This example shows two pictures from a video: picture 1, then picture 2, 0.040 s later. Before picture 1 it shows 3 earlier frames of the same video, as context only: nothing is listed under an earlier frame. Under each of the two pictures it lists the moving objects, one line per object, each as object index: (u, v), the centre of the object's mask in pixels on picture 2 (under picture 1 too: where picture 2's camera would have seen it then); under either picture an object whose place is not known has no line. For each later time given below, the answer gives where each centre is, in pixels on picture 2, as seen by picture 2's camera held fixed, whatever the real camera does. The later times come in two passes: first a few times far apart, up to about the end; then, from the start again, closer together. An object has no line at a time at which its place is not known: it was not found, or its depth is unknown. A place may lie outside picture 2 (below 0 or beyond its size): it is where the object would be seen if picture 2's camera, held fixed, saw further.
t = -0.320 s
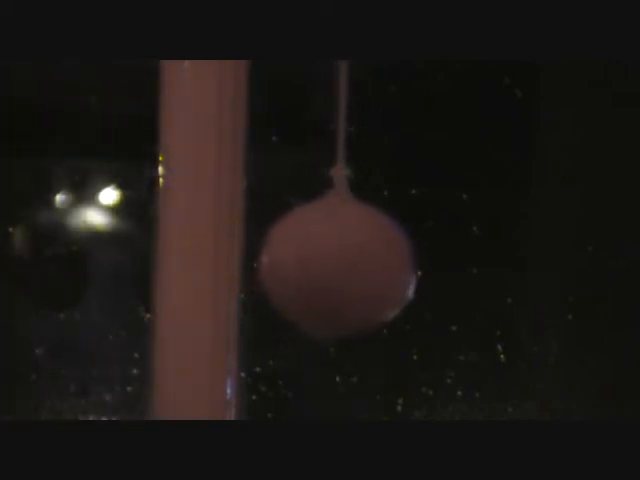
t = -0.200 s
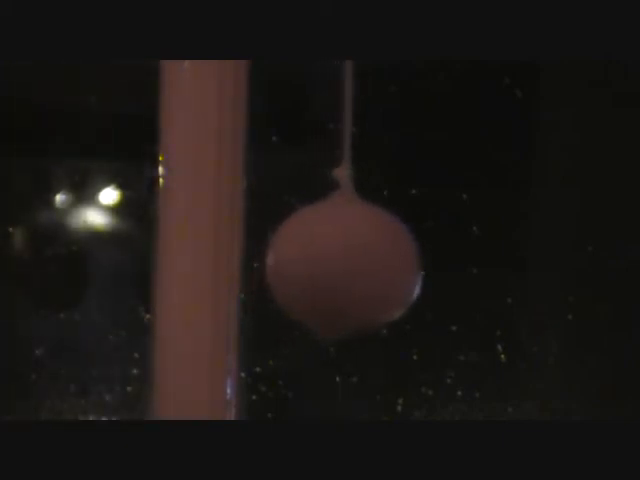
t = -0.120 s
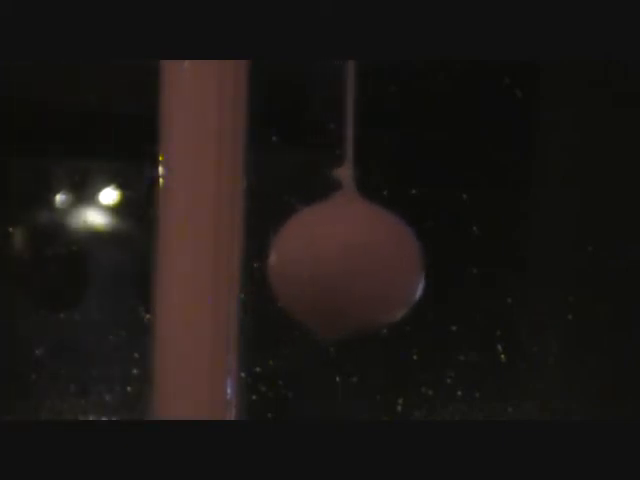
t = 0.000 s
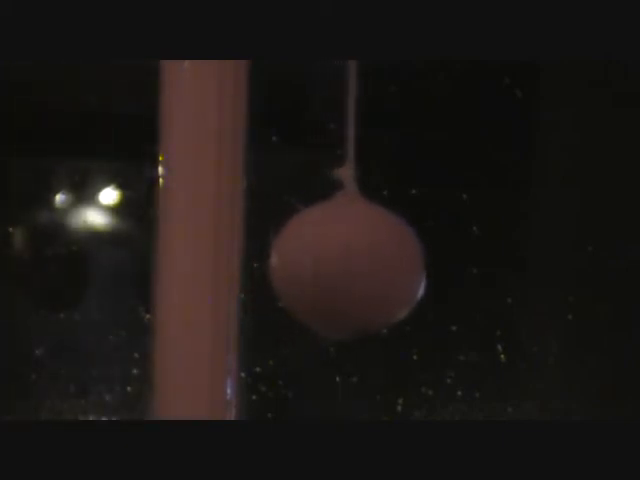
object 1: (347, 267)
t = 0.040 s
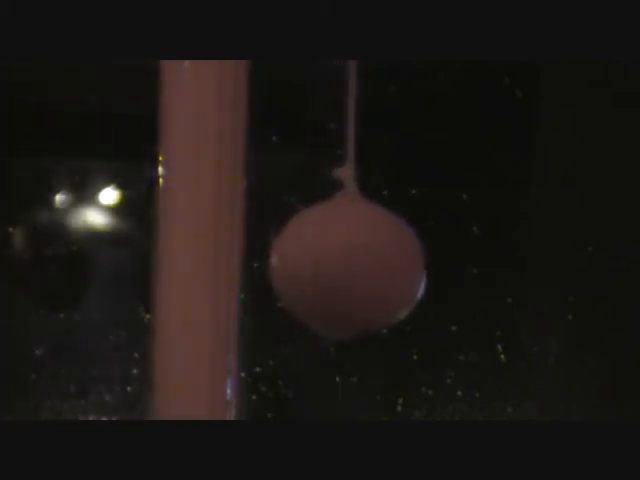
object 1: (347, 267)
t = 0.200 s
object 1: (346, 267)
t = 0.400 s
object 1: (336, 266)
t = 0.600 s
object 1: (325, 266)
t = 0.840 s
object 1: (317, 265)
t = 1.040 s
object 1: (317, 266)
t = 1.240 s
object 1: (324, 266)
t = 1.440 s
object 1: (336, 266)
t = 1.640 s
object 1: (345, 267)
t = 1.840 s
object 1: (348, 267)
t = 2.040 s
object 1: (344, 266)
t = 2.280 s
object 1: (331, 265)
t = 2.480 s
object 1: (320, 266)
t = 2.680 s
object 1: (315, 266)
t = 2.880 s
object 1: (317, 267)
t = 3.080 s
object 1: (327, 266)
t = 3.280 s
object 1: (339, 266)
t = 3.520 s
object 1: (346, 267)
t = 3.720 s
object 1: (346, 267)
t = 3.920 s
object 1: (339, 265)
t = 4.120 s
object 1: (328, 264)
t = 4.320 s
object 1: (320, 266)
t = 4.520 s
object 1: (318, 266)
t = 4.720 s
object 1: (319, 267)
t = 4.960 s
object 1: (332, 267)
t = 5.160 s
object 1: (343, 265)
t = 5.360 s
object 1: (347, 266)
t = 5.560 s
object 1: (345, 267)
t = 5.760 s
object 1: (336, 265)
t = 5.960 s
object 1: (325, 266)
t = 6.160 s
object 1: (318, 266)
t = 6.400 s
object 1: (317, 266)
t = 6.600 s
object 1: (323, 267)
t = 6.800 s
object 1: (335, 267)
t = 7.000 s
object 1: (344, 267)
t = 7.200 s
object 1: (346, 269)
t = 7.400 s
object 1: (342, 267)
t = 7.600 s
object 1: (331, 264)
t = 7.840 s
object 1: (319, 265)
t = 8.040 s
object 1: (316, 265)
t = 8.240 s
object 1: (318, 266)
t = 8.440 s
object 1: (328, 267)
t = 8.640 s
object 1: (339, 266)
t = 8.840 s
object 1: (346, 267)
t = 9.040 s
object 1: (347, 267)
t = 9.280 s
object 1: (338, 267)
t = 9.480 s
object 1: (327, 267)
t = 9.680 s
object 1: (318, 267)
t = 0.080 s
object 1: (347, 267)
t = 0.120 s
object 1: (347, 267)
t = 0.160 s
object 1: (346, 267)
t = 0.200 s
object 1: (346, 267)
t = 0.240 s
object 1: (344, 266)
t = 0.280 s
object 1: (343, 266)
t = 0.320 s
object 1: (341, 266)
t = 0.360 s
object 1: (338, 266)
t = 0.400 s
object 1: (336, 266)
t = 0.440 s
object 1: (334, 266)
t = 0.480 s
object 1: (331, 266)
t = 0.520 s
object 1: (329, 266)
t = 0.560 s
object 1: (327, 266)
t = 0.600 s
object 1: (325, 266)
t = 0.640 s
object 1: (323, 266)
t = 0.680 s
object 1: (321, 265)
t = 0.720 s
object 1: (319, 266)
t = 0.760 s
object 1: (318, 265)
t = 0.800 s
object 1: (317, 266)
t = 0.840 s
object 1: (317, 265)
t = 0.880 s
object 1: (316, 265)
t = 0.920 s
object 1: (316, 265)
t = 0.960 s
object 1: (316, 265)
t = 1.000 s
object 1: (316, 265)
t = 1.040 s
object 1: (317, 266)
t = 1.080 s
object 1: (317, 266)
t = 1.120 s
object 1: (318, 266)
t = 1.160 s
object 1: (320, 266)
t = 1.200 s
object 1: (322, 266)
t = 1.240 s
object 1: (324, 266)
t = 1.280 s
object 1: (326, 266)
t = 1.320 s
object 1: (329, 266)
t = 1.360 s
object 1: (331, 266)
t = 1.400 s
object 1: (333, 266)
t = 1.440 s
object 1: (336, 266)
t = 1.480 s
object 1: (338, 267)
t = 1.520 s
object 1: (340, 267)
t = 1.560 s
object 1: (342, 266)
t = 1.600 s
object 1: (344, 266)
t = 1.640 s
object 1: (345, 267)
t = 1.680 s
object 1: (346, 266)
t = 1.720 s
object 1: (347, 267)
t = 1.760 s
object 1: (347, 267)
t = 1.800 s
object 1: (347, 267)
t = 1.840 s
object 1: (348, 267)
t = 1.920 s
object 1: (347, 267)
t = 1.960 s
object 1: (347, 266)
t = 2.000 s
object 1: (346, 266)
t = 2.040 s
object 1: (344, 266)
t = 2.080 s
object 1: (342, 266)
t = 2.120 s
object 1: (340, 266)
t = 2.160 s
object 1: (338, 266)
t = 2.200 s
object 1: (336, 264)
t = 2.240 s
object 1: (333, 266)
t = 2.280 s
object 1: (331, 265)
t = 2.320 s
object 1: (328, 266)
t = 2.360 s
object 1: (326, 266)
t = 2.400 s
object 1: (323, 266)
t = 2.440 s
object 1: (322, 265)
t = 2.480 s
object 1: (320, 266)
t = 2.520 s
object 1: (318, 266)
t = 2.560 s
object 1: (317, 266)
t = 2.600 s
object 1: (316, 267)
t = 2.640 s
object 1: (315, 266)
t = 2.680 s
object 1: (315, 266)
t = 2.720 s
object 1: (315, 266)
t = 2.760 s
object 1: (315, 266)
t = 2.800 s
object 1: (315, 266)
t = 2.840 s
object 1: (316, 266)
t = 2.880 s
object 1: (317, 267)
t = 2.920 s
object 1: (318, 267)
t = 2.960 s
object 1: (320, 267)
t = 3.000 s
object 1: (322, 267)
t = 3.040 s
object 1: (324, 267)
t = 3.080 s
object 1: (327, 266)
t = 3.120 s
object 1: (329, 267)
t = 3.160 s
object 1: (331, 267)
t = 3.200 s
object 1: (334, 267)
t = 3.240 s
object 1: (337, 267)
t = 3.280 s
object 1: (339, 266)
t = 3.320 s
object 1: (341, 267)
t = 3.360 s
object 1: (343, 267)
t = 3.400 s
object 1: (344, 267)
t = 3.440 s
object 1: (345, 267)
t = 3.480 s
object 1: (346, 267)
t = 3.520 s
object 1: (346, 267)
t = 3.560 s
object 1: (347, 267)
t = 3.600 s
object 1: (347, 267)
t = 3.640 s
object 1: (347, 267)
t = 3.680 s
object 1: (347, 267)
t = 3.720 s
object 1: (346, 267)
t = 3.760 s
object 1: (346, 267)
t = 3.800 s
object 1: (345, 267)
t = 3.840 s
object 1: (343, 267)
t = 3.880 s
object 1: (342, 267)
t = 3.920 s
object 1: (339, 265)
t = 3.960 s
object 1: (337, 266)
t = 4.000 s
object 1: (335, 266)
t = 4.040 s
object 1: (333, 265)
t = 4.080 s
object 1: (330, 264)
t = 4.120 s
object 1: (328, 264)
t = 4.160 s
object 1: (326, 266)
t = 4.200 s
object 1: (324, 264)
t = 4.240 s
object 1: (323, 266)
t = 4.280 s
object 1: (321, 266)
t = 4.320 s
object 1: (320, 266)
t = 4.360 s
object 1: (319, 266)
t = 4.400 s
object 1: (318, 266)
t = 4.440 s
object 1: (318, 266)
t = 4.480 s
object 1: (318, 266)
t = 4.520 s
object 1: (318, 266)
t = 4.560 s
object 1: (317, 266)
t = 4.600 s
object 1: (317, 266)
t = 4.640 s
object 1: (318, 266)
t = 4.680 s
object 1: (318, 267)
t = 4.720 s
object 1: (319, 267)
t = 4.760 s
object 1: (320, 267)
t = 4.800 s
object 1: (322, 267)
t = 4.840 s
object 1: (324, 267)
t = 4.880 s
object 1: (327, 267)
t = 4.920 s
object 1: (330, 267)
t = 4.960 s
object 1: (332, 267)
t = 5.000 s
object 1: (334, 266)
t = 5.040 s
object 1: (337, 266)
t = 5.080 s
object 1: (339, 266)
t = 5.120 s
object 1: (341, 266)
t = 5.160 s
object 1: (343, 265)
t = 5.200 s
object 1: (344, 266)
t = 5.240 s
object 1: (345, 266)
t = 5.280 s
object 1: (346, 266)
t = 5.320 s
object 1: (347, 265)
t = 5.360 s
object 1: (347, 266)
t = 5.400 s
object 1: (347, 267)
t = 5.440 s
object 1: (347, 267)
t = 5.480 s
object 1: (347, 267)
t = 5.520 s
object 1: (346, 267)
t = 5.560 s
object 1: (345, 267)
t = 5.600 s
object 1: (344, 267)
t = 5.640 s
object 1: (342, 266)
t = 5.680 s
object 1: (340, 265)
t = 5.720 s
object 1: (338, 265)
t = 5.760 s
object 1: (336, 265)
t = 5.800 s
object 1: (333, 266)
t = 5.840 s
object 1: (331, 266)
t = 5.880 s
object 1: (329, 266)
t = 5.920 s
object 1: (327, 266)
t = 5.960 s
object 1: (325, 266)
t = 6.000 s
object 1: (323, 266)
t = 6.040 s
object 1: (321, 266)
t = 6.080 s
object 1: (320, 266)
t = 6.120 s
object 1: (319, 266)
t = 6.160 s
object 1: (318, 266)
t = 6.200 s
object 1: (317, 266)
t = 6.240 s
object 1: (317, 266)
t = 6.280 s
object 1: (317, 266)
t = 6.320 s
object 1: (317, 266)
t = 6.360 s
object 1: (317, 266)
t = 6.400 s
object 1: (317, 266)
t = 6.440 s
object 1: (317, 266)
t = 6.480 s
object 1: (318, 266)
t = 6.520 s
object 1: (320, 266)
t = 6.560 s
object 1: (322, 266)
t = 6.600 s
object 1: (323, 267)
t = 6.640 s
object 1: (326, 267)
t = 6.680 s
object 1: (328, 268)
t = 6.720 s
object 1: (330, 268)
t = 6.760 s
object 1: (333, 268)
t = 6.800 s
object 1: (335, 267)
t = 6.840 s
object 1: (338, 268)
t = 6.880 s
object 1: (339, 267)
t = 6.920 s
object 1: (341, 268)
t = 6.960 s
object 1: (343, 267)
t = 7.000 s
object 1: (344, 267)
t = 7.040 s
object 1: (345, 267)
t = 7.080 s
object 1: (345, 269)
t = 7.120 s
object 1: (346, 269)
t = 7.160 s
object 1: (346, 269)
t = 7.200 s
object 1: (346, 269)
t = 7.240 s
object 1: (346, 269)
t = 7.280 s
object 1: (345, 268)
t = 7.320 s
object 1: (345, 267)
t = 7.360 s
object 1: (343, 266)
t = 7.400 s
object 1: (342, 267)
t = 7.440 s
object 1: (340, 266)
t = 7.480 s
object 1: (338, 265)
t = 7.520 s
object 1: (336, 265)
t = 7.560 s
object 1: (334, 264)
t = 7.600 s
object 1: (331, 264)
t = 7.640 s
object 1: (329, 264)
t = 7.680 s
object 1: (327, 263)
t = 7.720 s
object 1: (325, 265)
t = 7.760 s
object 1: (323, 266)
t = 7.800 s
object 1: (321, 266)
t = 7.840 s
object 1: (319, 265)
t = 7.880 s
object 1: (319, 266)
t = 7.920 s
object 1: (317, 266)
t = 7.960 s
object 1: (317, 266)
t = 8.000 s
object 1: (316, 266)
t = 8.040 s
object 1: (316, 265)
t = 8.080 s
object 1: (316, 265)
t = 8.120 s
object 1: (316, 265)
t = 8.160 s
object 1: (316, 265)
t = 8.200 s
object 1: (317, 266)
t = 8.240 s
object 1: (318, 266)
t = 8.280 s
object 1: (319, 266)
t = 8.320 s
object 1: (321, 266)
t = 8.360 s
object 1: (323, 267)
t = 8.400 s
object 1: (325, 267)
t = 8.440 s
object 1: (328, 267)
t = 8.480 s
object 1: (330, 267)
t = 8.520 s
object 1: (332, 267)
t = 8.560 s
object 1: (335, 266)
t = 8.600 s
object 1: (337, 266)
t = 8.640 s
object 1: (339, 266)
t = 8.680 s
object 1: (341, 266)
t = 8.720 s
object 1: (343, 267)
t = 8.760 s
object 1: (345, 267)
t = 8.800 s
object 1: (345, 267)
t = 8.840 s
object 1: (346, 267)
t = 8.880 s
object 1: (347, 267)
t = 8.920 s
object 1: (347, 267)
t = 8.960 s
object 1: (347, 267)
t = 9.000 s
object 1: (347, 267)
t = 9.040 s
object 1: (347, 267)
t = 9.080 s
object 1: (346, 267)
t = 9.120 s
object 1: (345, 267)
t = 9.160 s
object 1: (344, 267)
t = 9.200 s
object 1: (342, 267)
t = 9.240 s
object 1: (340, 265)
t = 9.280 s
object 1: (338, 267)
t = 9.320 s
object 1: (336, 265)
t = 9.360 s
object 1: (333, 267)
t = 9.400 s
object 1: (331, 265)
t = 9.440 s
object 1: (329, 266)
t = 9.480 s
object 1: (327, 267)
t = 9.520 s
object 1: (325, 266)
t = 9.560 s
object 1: (323, 267)
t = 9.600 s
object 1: (321, 267)
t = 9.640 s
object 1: (319, 267)
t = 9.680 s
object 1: (318, 267)
